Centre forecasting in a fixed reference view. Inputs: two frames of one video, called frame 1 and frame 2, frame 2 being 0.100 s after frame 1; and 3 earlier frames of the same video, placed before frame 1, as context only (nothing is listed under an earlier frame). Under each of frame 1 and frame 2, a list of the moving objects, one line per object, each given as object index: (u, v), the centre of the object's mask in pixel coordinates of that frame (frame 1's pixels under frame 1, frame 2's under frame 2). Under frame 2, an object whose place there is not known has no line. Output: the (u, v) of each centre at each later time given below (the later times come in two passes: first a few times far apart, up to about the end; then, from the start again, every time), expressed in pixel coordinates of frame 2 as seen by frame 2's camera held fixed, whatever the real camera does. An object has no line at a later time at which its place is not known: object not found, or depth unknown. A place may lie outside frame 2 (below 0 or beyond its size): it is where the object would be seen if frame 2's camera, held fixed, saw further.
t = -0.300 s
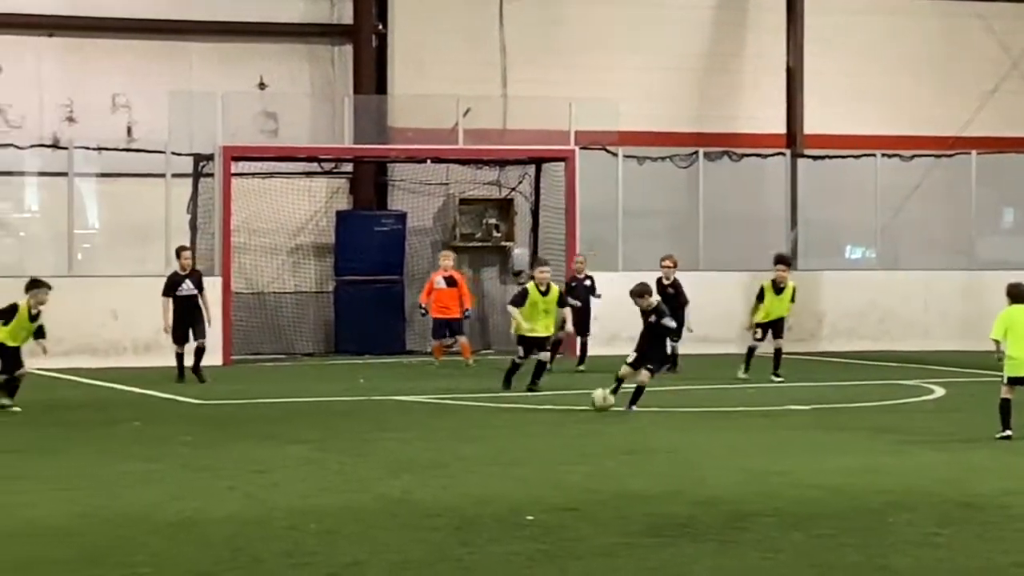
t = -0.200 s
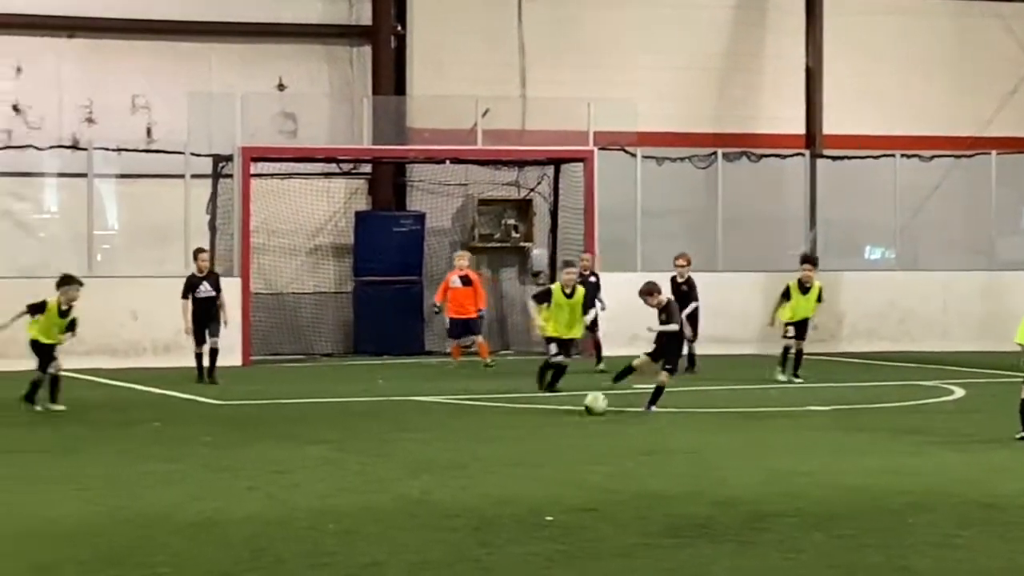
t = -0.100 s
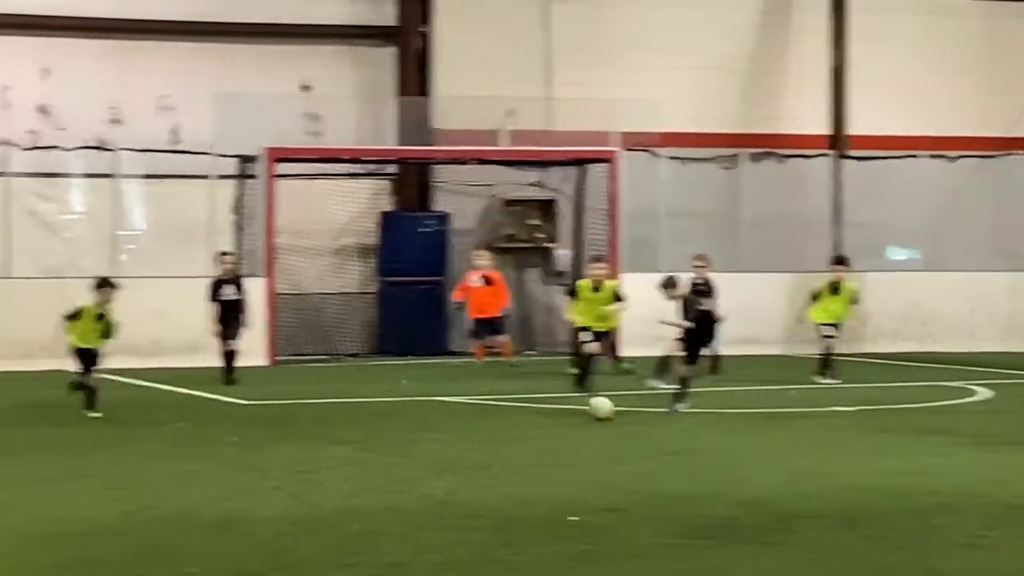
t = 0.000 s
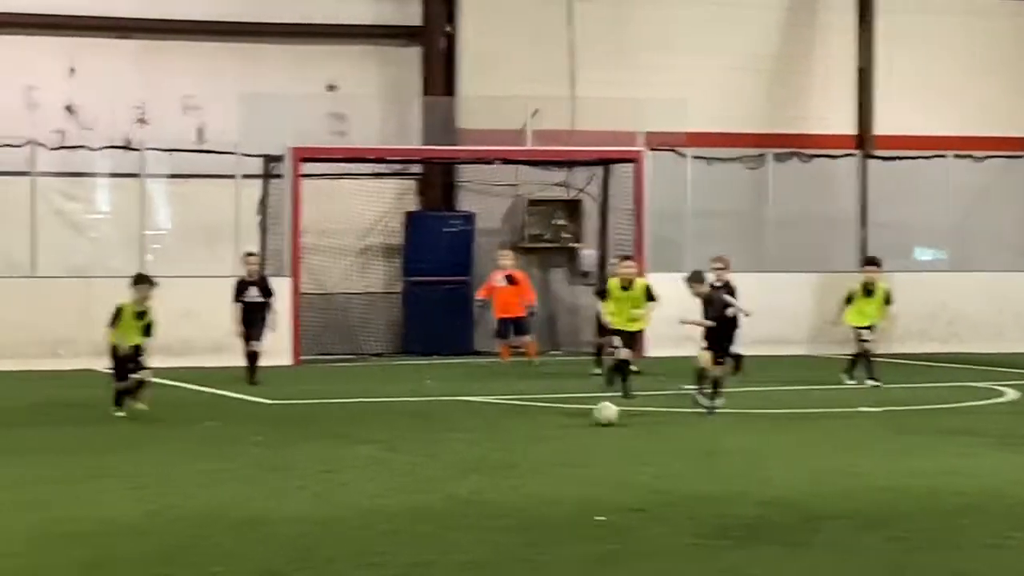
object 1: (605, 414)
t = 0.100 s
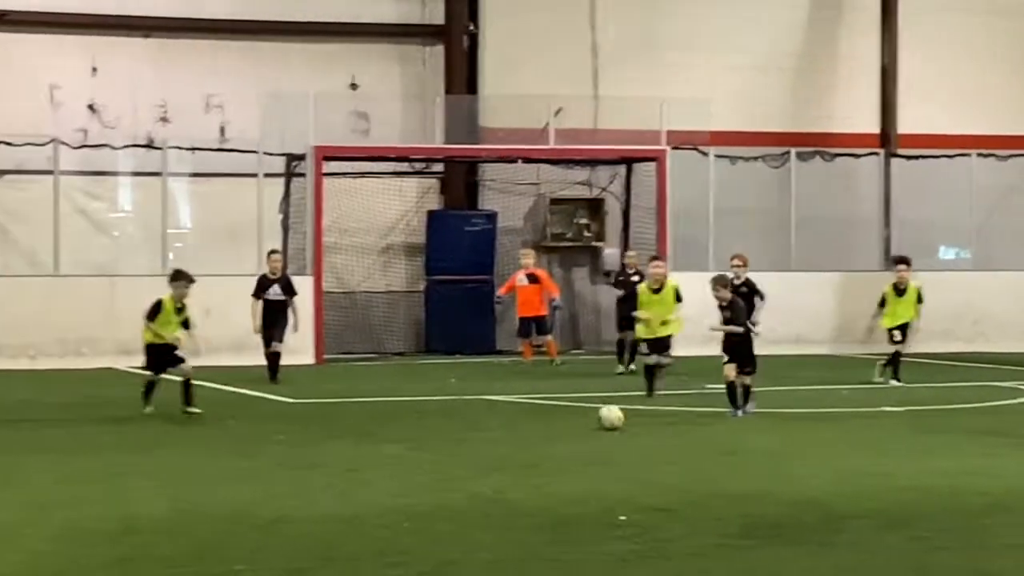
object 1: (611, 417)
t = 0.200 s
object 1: (594, 422)
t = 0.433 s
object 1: (554, 432)
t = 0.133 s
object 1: (605, 419)
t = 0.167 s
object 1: (600, 421)
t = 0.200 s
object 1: (594, 422)
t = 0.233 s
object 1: (588, 424)
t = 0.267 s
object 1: (583, 425)
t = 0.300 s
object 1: (577, 426)
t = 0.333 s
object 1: (571, 428)
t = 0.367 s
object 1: (565, 430)
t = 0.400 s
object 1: (559, 431)
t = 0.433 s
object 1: (554, 432)
